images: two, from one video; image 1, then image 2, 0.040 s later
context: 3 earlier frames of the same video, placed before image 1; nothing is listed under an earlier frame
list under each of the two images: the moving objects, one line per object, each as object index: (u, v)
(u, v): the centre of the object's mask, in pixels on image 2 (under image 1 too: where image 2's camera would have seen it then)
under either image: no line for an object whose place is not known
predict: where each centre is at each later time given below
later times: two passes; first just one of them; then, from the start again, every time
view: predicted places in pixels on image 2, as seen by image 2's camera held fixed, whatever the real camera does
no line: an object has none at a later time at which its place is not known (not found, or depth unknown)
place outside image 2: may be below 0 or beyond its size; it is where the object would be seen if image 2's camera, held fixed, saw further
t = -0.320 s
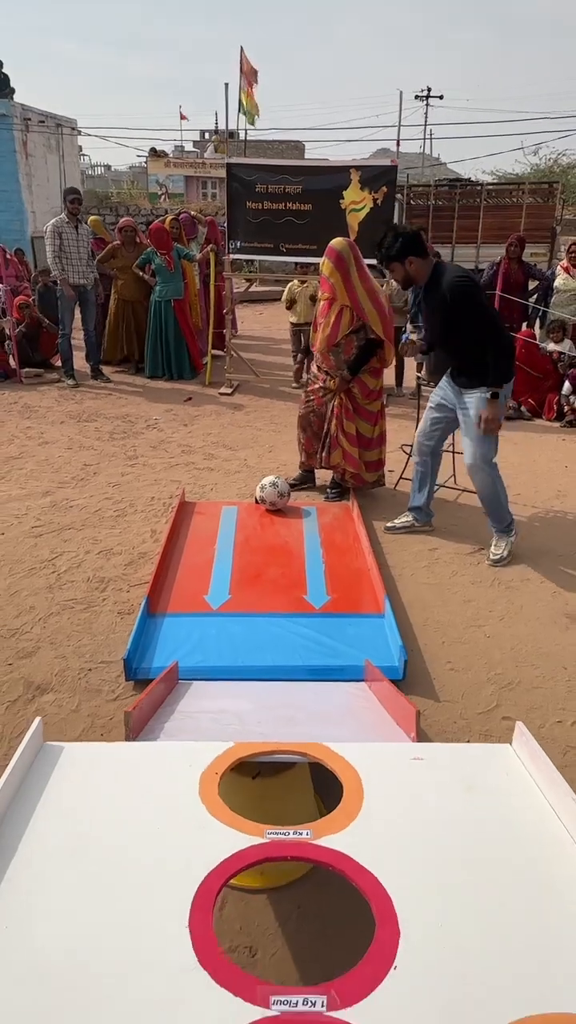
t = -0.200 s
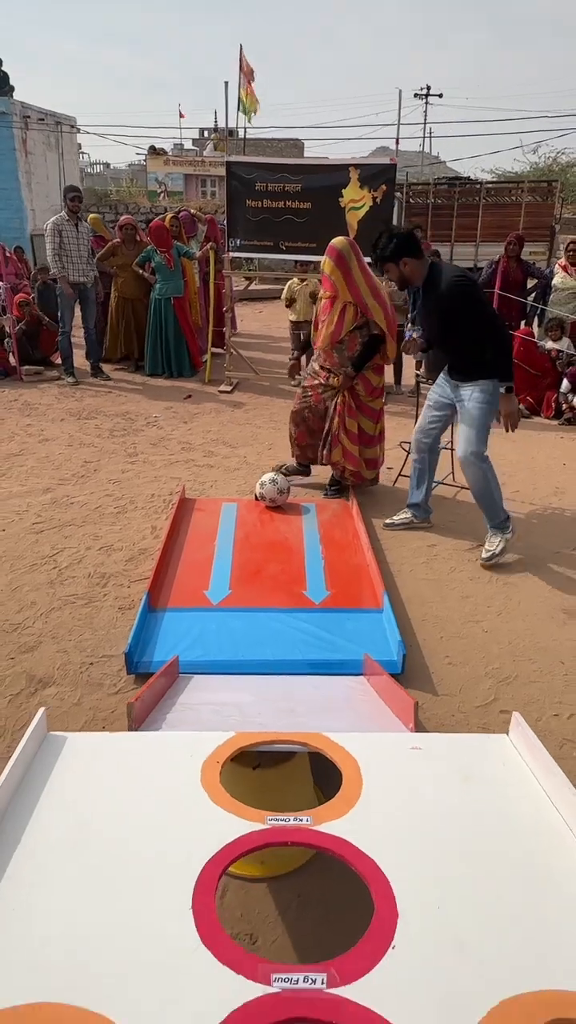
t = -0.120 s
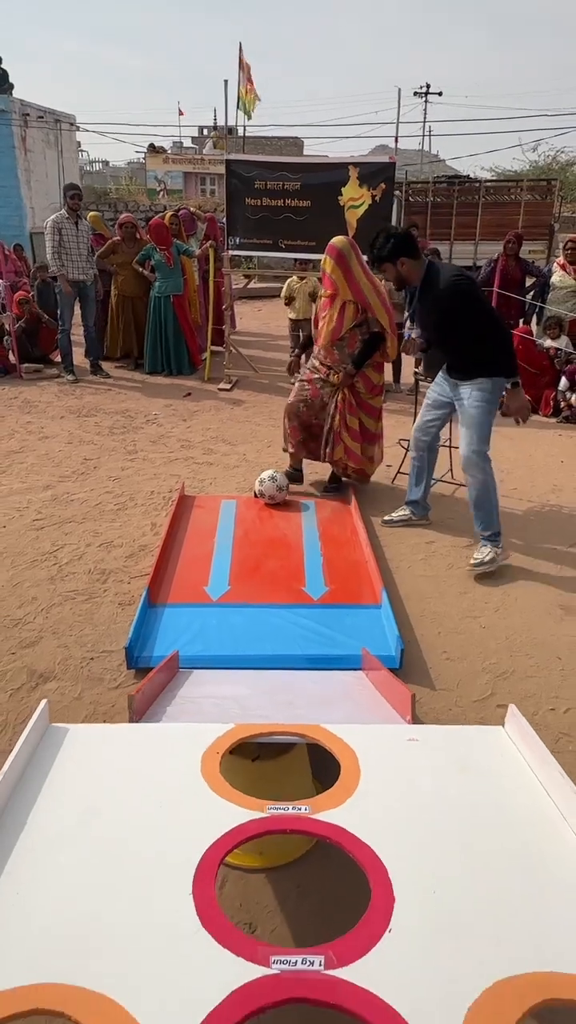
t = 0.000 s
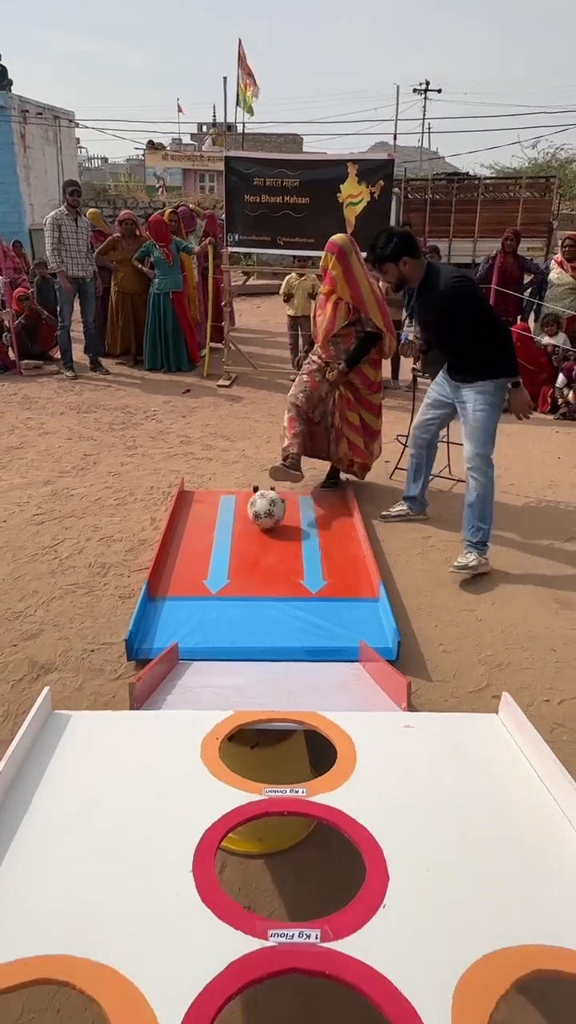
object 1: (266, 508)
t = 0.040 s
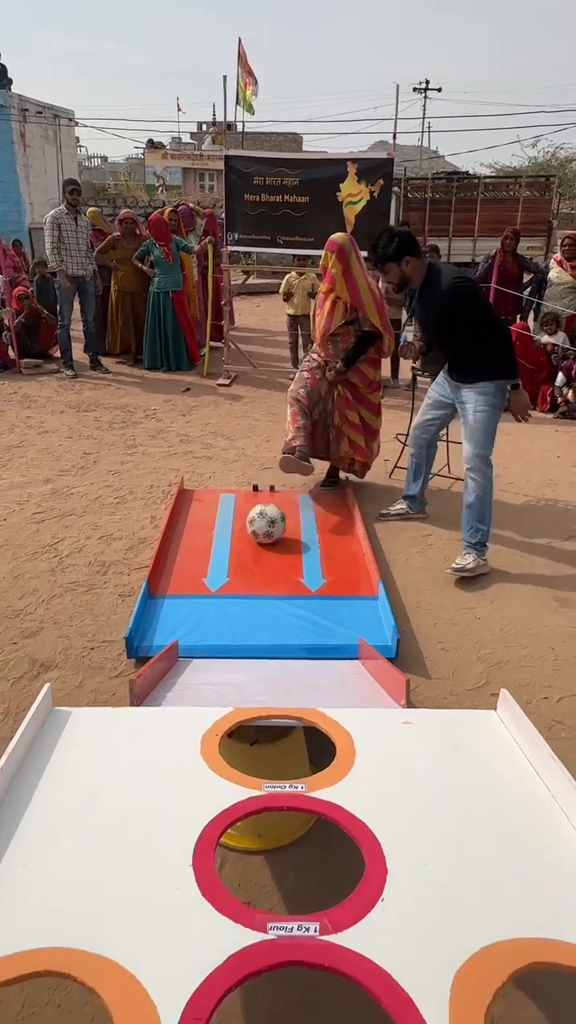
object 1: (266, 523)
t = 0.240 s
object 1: (267, 623)
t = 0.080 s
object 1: (266, 536)
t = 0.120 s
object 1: (266, 558)
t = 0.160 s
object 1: (267, 576)
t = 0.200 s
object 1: (267, 602)
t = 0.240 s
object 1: (267, 623)
